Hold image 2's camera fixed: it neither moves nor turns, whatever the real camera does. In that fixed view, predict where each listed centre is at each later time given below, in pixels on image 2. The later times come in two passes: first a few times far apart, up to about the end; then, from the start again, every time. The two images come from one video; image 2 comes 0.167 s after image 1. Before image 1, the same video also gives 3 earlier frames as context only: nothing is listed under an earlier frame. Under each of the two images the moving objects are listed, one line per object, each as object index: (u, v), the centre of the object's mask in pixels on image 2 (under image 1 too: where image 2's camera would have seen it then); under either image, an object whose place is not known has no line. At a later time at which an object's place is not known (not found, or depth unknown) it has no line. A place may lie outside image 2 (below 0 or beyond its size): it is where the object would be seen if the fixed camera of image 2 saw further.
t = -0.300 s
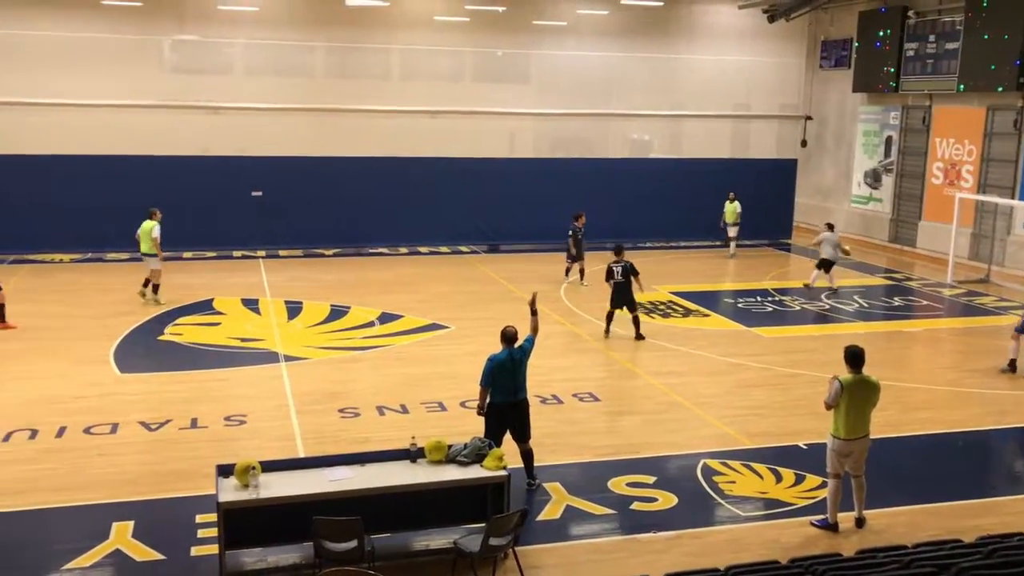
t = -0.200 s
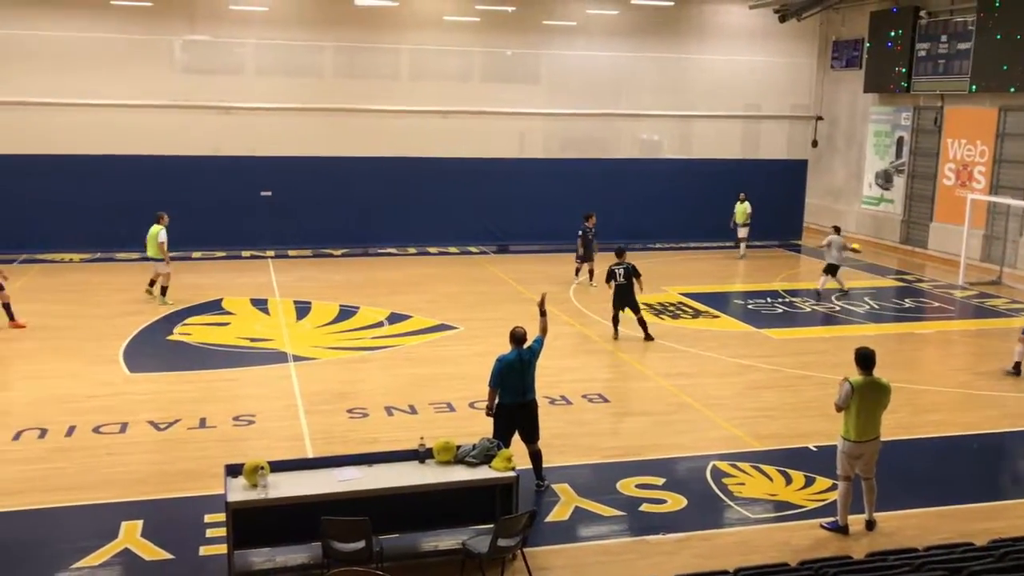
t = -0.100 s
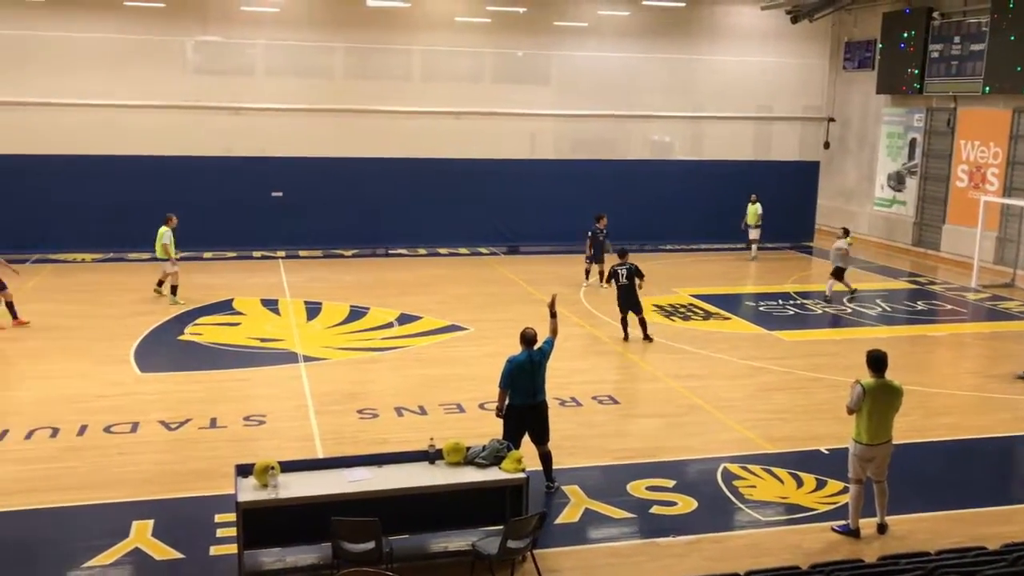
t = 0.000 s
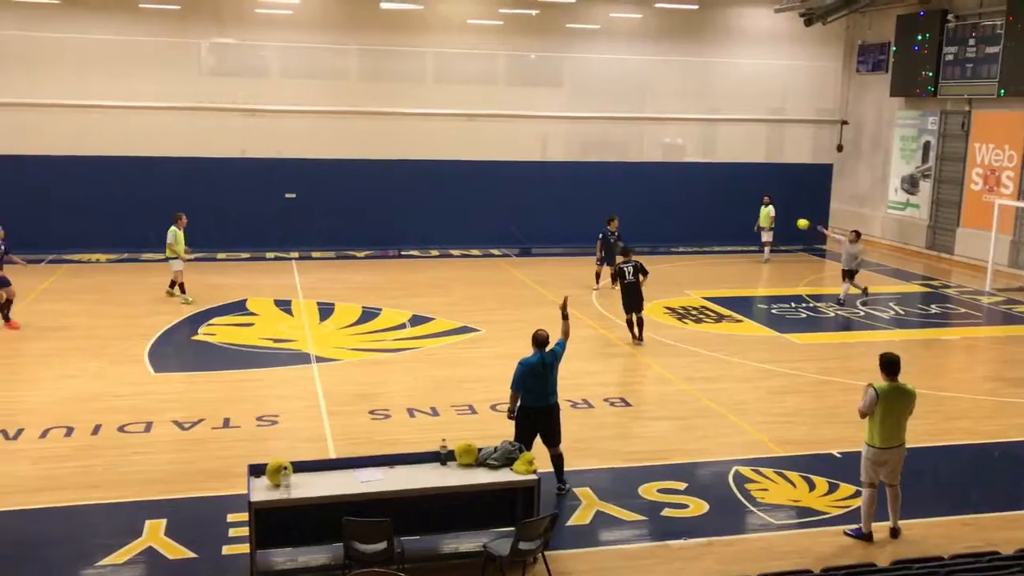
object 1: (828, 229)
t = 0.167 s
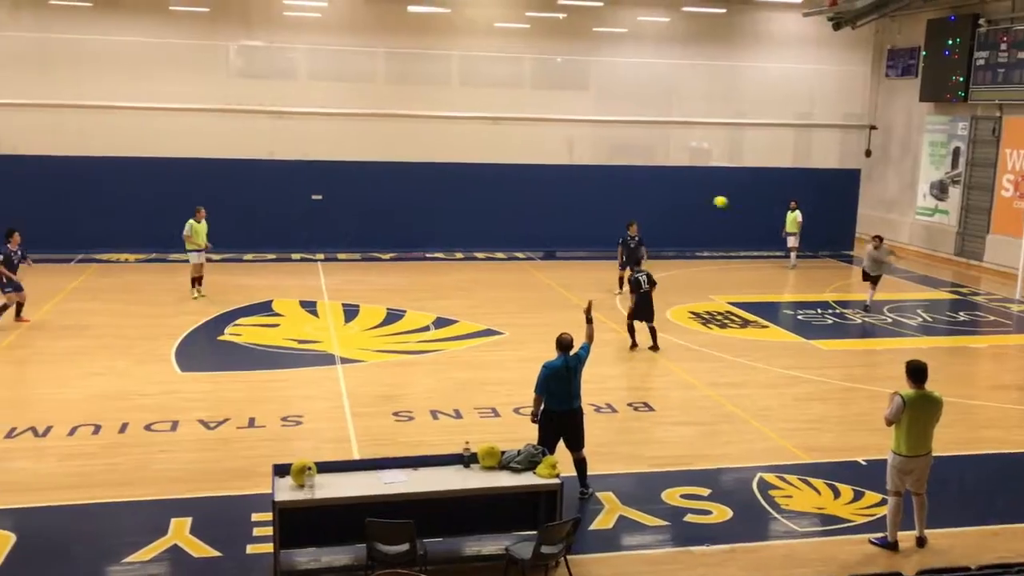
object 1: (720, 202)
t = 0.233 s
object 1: (673, 193)
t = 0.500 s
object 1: (463, 176)
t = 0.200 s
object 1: (696, 197)
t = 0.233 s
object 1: (673, 193)
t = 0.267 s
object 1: (648, 189)
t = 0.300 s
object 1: (623, 186)
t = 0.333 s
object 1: (598, 183)
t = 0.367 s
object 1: (572, 181)
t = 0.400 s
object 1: (545, 178)
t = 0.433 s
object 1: (518, 177)
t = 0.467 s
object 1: (490, 176)
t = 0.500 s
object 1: (463, 176)
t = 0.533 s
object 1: (434, 176)
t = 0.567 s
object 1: (405, 177)
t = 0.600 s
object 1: (375, 178)
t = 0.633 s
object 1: (344, 180)
